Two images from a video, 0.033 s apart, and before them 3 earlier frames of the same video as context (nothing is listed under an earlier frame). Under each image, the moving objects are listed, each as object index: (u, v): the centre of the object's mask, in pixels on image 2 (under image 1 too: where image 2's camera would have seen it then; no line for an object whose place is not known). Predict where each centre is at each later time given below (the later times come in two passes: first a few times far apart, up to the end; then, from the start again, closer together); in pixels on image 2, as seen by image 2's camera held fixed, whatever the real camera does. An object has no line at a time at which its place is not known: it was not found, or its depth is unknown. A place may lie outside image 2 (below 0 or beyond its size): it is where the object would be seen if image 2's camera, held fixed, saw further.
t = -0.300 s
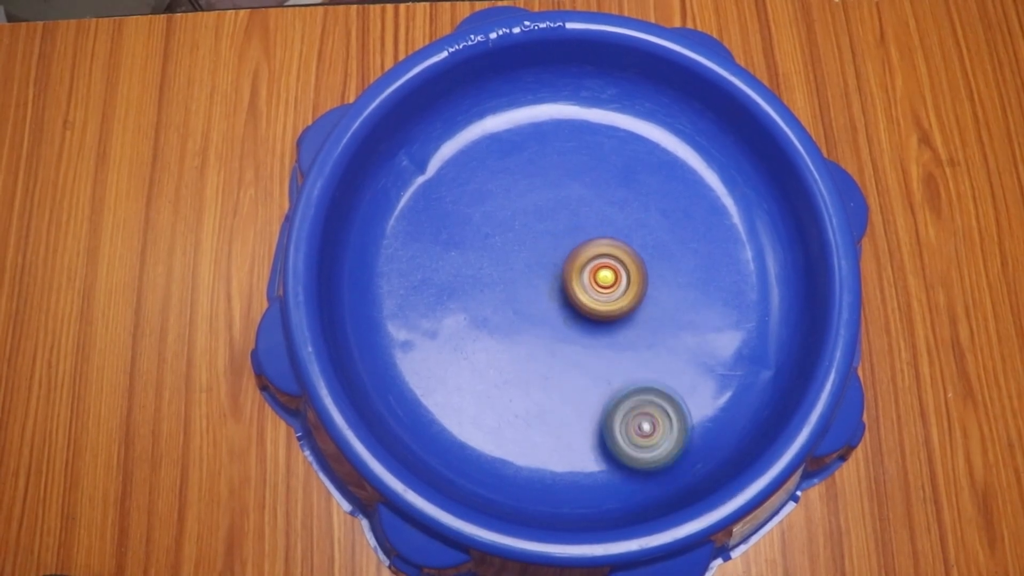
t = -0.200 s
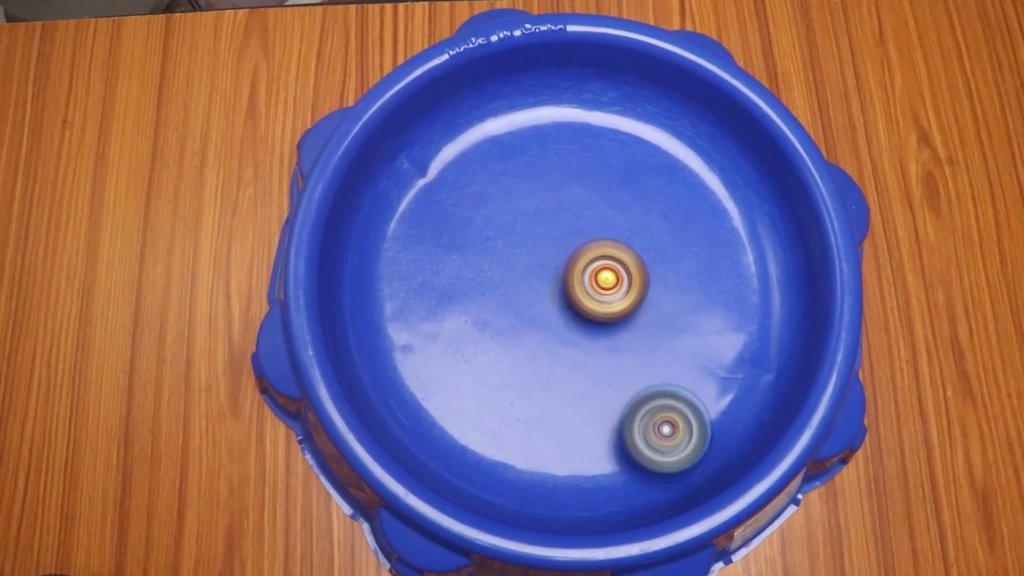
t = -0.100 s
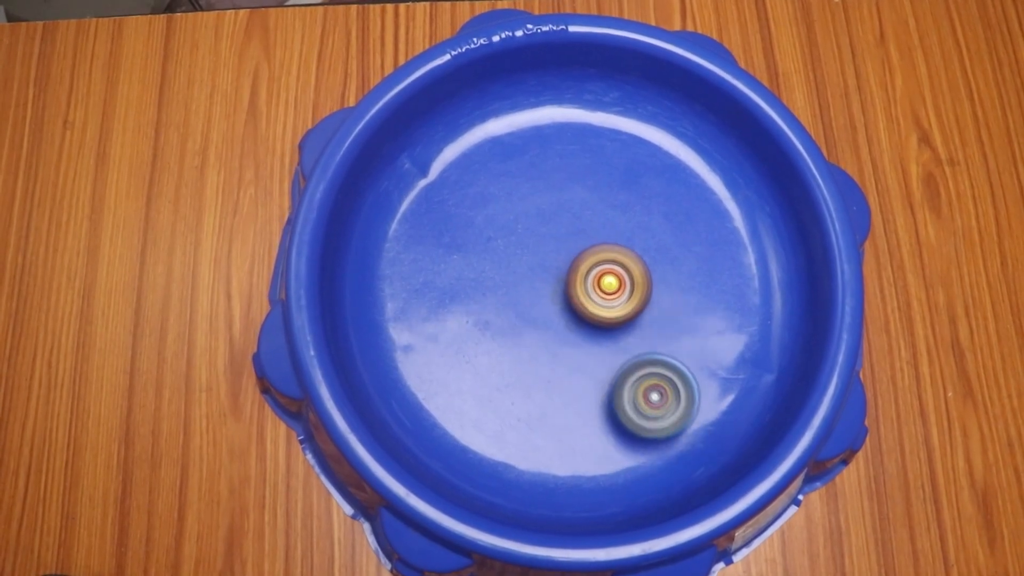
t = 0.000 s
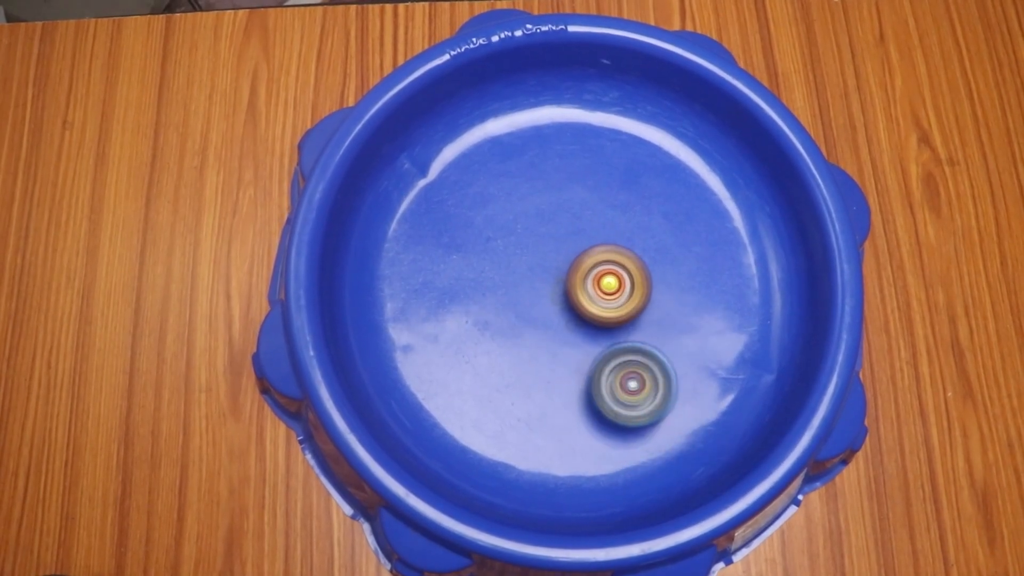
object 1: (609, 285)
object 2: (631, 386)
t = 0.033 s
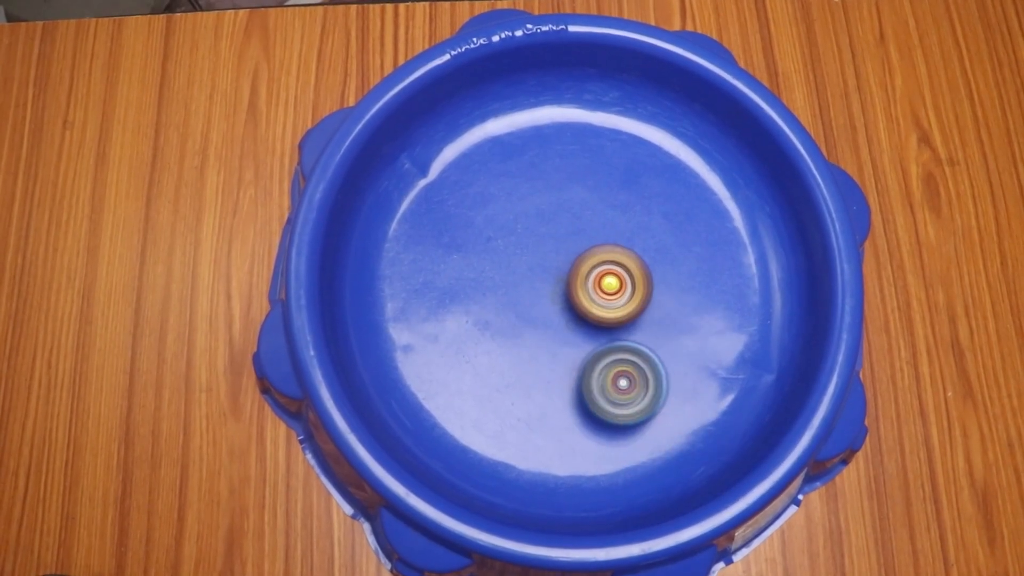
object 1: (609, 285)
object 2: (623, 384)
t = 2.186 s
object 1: (635, 271)
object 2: (483, 224)
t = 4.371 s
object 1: (562, 361)
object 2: (665, 213)
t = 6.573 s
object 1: (591, 296)
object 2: (690, 223)
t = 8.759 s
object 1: (706, 243)
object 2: (590, 321)
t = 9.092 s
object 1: (708, 289)
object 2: (544, 244)
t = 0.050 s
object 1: (609, 286)
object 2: (617, 384)
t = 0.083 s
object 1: (609, 286)
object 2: (607, 386)
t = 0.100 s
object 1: (609, 285)
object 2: (602, 386)
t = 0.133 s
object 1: (610, 285)
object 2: (592, 388)
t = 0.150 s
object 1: (610, 285)
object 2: (587, 390)
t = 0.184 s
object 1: (611, 285)
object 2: (577, 394)
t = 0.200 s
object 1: (611, 284)
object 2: (572, 396)
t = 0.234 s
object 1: (610, 283)
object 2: (563, 401)
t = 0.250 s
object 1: (611, 283)
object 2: (559, 403)
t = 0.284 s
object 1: (611, 283)
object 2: (551, 409)
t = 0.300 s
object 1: (611, 283)
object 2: (548, 412)
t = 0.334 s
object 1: (611, 283)
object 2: (544, 419)
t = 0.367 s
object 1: (611, 282)
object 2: (541, 426)
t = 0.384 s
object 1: (611, 282)
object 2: (540, 429)
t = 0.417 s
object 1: (611, 281)
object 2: (540, 435)
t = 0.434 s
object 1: (611, 281)
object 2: (541, 437)
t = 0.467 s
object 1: (611, 280)
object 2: (544, 440)
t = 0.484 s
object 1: (610, 280)
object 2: (546, 442)
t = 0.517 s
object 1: (610, 279)
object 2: (551, 443)
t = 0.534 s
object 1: (611, 279)
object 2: (553, 443)
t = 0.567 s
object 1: (611, 278)
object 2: (559, 440)
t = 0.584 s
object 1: (611, 277)
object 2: (561, 438)
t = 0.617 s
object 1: (610, 278)
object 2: (566, 432)
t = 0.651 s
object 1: (609, 277)
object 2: (569, 425)
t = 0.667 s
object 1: (610, 277)
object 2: (571, 421)
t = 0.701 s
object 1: (610, 276)
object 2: (572, 411)
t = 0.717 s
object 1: (610, 276)
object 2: (572, 406)
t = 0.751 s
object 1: (609, 275)
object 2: (570, 395)
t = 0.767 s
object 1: (609, 275)
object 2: (569, 389)
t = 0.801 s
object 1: (608, 275)
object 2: (565, 377)
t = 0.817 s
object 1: (608, 275)
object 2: (563, 372)
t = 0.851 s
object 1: (607, 274)
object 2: (556, 362)
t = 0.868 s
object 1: (607, 273)
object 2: (553, 357)
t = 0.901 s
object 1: (606, 272)
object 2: (546, 348)
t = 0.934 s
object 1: (606, 273)
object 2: (538, 340)
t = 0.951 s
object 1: (606, 273)
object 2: (534, 337)
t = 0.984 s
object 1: (605, 272)
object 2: (526, 329)
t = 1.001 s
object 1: (605, 272)
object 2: (522, 325)
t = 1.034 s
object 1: (604, 271)
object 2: (514, 320)
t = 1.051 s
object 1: (604, 270)
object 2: (510, 316)
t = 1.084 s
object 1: (604, 271)
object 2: (502, 309)
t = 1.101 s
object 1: (604, 271)
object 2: (498, 306)
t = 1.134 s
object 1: (604, 271)
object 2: (490, 301)
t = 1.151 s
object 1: (603, 271)
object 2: (485, 298)
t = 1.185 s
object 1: (601, 271)
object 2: (476, 293)
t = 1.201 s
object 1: (601, 270)
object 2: (471, 292)
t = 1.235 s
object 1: (601, 270)
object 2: (463, 290)
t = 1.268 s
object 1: (601, 270)
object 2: (455, 288)
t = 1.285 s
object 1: (600, 270)
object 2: (451, 287)
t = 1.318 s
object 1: (599, 270)
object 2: (446, 286)
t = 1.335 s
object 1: (599, 270)
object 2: (443, 285)
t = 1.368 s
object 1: (598, 270)
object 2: (438, 285)
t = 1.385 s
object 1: (598, 270)
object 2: (435, 286)
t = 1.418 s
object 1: (597, 270)
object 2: (432, 286)
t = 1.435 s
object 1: (596, 270)
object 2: (431, 287)
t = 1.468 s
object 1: (596, 270)
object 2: (429, 289)
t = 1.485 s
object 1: (596, 270)
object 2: (428, 290)
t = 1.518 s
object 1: (595, 269)
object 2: (428, 292)
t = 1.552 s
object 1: (594, 270)
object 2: (429, 294)
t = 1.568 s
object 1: (594, 270)
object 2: (431, 295)
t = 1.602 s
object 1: (594, 271)
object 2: (434, 297)
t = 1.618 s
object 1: (593, 271)
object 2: (436, 297)
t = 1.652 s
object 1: (592, 271)
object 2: (442, 297)
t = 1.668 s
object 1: (592, 271)
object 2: (445, 296)
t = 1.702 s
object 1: (592, 271)
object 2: (453, 294)
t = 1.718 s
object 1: (591, 271)
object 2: (456, 294)
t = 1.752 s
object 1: (591, 271)
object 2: (463, 292)
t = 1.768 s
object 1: (591, 272)
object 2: (468, 291)
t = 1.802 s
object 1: (591, 272)
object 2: (476, 289)
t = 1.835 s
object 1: (590, 272)
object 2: (484, 285)
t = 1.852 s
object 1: (589, 273)
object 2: (489, 282)
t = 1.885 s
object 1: (589, 273)
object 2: (498, 277)
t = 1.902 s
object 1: (590, 274)
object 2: (502, 274)
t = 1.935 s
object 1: (597, 275)
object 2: (501, 267)
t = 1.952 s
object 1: (601, 275)
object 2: (500, 264)
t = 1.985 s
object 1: (607, 276)
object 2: (499, 257)
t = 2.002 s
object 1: (610, 275)
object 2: (497, 253)
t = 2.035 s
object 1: (614, 274)
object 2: (494, 246)
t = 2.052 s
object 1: (617, 273)
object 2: (493, 243)
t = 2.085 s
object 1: (623, 272)
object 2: (490, 237)
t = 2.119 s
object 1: (627, 272)
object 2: (488, 231)
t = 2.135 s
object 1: (629, 272)
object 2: (487, 229)
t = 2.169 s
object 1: (633, 272)
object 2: (485, 226)
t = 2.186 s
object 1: (635, 271)
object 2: (483, 224)
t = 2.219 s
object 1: (638, 271)
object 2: (481, 221)
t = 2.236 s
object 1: (639, 271)
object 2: (480, 219)
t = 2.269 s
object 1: (642, 270)
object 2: (478, 216)
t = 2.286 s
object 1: (644, 270)
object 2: (477, 215)
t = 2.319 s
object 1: (645, 269)
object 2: (476, 213)
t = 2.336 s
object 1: (647, 270)
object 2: (475, 212)
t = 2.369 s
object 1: (649, 269)
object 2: (475, 211)
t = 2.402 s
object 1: (649, 269)
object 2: (475, 211)
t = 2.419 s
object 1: (650, 269)
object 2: (475, 212)
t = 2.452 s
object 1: (651, 269)
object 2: (476, 212)
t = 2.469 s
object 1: (651, 268)
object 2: (477, 213)
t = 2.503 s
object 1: (651, 268)
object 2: (479, 214)
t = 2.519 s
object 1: (652, 269)
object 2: (481, 215)
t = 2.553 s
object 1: (652, 268)
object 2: (484, 216)
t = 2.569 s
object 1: (651, 268)
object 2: (487, 217)
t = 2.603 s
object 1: (651, 269)
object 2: (492, 218)
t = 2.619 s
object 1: (651, 269)
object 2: (495, 220)
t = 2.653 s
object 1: (650, 269)
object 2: (502, 221)
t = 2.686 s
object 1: (649, 269)
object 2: (509, 221)
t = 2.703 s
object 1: (648, 269)
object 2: (513, 221)
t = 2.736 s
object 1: (646, 270)
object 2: (521, 221)
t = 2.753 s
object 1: (645, 270)
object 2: (525, 221)
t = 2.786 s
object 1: (644, 271)
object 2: (533, 222)
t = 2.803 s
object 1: (643, 271)
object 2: (537, 222)
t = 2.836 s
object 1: (641, 273)
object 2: (545, 222)
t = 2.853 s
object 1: (640, 274)
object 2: (549, 222)
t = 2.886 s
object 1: (637, 275)
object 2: (558, 221)
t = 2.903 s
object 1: (636, 276)
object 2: (563, 220)
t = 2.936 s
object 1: (639, 289)
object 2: (567, 212)
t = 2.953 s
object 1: (648, 305)
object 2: (564, 199)
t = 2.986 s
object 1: (663, 335)
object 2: (557, 176)
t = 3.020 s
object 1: (676, 361)
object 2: (551, 157)
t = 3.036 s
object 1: (681, 373)
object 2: (548, 147)
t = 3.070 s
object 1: (693, 393)
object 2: (542, 130)
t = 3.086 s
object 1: (698, 401)
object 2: (538, 121)
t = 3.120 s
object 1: (708, 417)
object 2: (531, 108)
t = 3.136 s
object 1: (712, 420)
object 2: (528, 109)
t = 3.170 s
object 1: (712, 420)
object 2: (523, 123)
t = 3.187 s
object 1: (709, 418)
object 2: (520, 128)
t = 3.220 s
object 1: (704, 412)
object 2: (517, 138)
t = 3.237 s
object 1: (701, 409)
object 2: (516, 144)
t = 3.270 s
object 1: (698, 403)
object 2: (517, 156)
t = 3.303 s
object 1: (696, 400)
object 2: (517, 169)
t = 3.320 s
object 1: (695, 398)
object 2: (517, 174)
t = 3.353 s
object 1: (695, 396)
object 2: (520, 188)
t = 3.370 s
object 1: (696, 396)
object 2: (521, 194)
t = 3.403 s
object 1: (695, 395)
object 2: (526, 206)
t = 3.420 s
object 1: (695, 397)
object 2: (529, 213)
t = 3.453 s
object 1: (694, 398)
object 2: (536, 226)
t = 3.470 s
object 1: (692, 400)
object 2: (539, 233)
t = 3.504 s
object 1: (688, 403)
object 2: (549, 247)
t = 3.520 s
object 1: (685, 404)
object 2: (555, 255)
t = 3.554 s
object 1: (680, 406)
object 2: (567, 267)
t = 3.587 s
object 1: (674, 408)
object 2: (579, 278)
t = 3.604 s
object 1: (672, 410)
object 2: (586, 284)
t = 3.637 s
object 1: (666, 411)
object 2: (601, 294)
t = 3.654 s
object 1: (663, 413)
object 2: (608, 299)
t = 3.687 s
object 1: (658, 414)
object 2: (622, 307)
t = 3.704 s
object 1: (655, 415)
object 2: (631, 310)
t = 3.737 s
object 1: (649, 416)
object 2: (647, 316)
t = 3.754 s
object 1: (646, 416)
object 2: (656, 318)
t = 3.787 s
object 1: (641, 416)
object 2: (672, 321)
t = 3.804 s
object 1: (638, 417)
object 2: (680, 322)
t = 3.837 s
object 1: (633, 417)
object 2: (695, 323)
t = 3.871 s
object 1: (627, 418)
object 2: (711, 323)
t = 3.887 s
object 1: (625, 418)
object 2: (718, 322)
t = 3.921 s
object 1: (618, 417)
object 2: (731, 319)
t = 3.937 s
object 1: (616, 417)
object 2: (737, 317)
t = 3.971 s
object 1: (609, 414)
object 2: (749, 310)
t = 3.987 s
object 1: (607, 413)
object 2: (754, 306)
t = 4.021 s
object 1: (601, 409)
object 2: (764, 295)
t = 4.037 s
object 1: (598, 408)
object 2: (767, 288)
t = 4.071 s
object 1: (594, 404)
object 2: (767, 272)
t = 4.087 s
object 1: (591, 402)
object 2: (765, 265)
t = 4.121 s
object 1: (587, 399)
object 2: (757, 245)
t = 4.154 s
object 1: (583, 395)
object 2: (748, 228)
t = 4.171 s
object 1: (581, 393)
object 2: (742, 221)
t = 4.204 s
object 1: (576, 389)
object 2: (732, 211)
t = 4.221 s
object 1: (574, 386)
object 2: (725, 208)
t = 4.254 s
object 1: (571, 381)
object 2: (712, 205)
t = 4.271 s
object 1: (570, 377)
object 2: (706, 205)
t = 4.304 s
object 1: (567, 372)
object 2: (692, 206)
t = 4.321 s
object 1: (566, 369)
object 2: (685, 208)
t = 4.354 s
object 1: (563, 364)
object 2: (672, 211)
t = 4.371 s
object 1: (562, 361)
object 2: (665, 213)
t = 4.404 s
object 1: (560, 355)
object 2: (651, 218)
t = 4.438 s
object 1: (560, 348)
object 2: (638, 223)
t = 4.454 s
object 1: (559, 346)
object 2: (630, 227)
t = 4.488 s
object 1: (559, 339)
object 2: (617, 236)
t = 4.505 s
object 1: (558, 337)
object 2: (611, 240)
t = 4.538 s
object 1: (558, 331)
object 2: (598, 251)
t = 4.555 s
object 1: (554, 331)
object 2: (595, 254)
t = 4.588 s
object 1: (544, 338)
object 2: (592, 256)
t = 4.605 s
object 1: (541, 341)
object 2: (590, 259)
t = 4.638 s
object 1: (536, 343)
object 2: (587, 263)
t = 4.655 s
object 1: (535, 344)
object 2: (585, 266)
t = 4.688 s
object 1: (532, 345)
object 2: (583, 272)
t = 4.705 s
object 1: (525, 352)
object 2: (588, 270)
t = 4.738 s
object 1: (508, 367)
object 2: (598, 264)
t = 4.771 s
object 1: (496, 380)
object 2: (610, 257)
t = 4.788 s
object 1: (491, 384)
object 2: (615, 254)
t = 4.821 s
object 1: (485, 392)
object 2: (625, 246)
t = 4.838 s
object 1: (482, 395)
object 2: (628, 242)
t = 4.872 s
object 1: (478, 400)
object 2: (637, 233)
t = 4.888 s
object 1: (476, 403)
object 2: (640, 227)
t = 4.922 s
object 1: (473, 407)
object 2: (646, 218)
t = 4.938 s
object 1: (472, 409)
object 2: (647, 213)
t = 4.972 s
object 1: (471, 414)
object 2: (650, 202)
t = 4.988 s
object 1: (471, 416)
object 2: (653, 197)
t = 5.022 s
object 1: (473, 420)
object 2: (654, 189)
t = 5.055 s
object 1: (475, 425)
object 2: (654, 180)
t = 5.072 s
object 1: (476, 426)
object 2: (653, 176)
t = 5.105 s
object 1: (481, 429)
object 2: (652, 168)
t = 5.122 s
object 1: (482, 430)
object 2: (651, 164)
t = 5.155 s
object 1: (487, 432)
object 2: (647, 158)
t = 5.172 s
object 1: (488, 433)
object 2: (646, 155)
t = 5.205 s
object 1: (493, 435)
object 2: (641, 150)
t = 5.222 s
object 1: (494, 435)
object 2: (639, 148)
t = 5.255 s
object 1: (498, 436)
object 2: (633, 146)
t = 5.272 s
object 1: (499, 437)
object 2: (630, 145)
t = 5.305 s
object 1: (502, 437)
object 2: (624, 145)
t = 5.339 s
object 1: (505, 436)
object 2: (617, 146)
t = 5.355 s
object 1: (505, 434)
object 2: (614, 148)
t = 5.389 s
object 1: (507, 431)
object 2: (608, 151)
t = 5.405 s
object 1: (507, 428)
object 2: (605, 153)
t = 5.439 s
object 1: (508, 423)
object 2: (600, 158)
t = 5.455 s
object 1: (508, 420)
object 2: (597, 162)
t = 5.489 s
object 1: (509, 413)
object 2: (592, 169)
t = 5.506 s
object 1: (509, 410)
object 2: (589, 173)
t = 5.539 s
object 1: (512, 402)
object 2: (584, 182)
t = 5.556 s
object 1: (513, 399)
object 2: (582, 187)
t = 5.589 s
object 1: (515, 392)
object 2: (577, 198)
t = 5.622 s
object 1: (519, 385)
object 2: (574, 210)
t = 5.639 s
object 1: (520, 383)
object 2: (574, 216)
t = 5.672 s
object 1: (524, 375)
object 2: (574, 229)
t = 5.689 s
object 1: (526, 372)
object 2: (575, 236)
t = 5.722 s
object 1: (530, 365)
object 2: (578, 249)
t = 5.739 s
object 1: (533, 362)
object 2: (580, 255)
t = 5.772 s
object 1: (537, 357)
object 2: (585, 268)
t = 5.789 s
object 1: (540, 353)
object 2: (588, 275)
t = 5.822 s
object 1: (539, 353)
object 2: (600, 283)
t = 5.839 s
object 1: (539, 353)
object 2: (606, 286)
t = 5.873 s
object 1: (540, 352)
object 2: (619, 290)
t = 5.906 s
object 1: (540, 351)
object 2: (631, 292)
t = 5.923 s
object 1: (540, 349)
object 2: (638, 293)
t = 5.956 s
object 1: (542, 345)
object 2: (651, 293)
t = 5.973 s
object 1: (543, 343)
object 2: (657, 294)
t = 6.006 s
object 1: (546, 338)
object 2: (668, 292)
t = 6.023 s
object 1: (547, 336)
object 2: (674, 292)
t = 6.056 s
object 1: (552, 331)
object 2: (684, 289)
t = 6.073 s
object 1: (555, 330)
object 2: (687, 288)
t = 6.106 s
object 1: (559, 326)
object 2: (698, 285)
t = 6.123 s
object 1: (563, 324)
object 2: (702, 283)
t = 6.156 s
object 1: (565, 321)
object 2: (710, 279)
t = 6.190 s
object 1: (568, 317)
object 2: (716, 275)
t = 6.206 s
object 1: (570, 316)
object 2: (717, 272)
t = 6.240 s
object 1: (572, 313)
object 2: (723, 266)
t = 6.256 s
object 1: (573, 310)
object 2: (724, 263)
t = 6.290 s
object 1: (575, 308)
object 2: (726, 258)
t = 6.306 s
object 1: (575, 306)
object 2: (726, 255)
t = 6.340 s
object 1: (577, 304)
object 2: (726, 249)
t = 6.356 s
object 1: (578, 304)
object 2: (725, 246)
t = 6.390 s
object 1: (580, 302)
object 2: (723, 239)
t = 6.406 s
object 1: (582, 301)
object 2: (720, 236)
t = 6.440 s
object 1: (584, 299)
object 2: (717, 232)
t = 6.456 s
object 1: (585, 299)
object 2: (715, 231)
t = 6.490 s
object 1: (587, 298)
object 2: (709, 228)
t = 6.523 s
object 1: (588, 296)
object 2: (701, 226)
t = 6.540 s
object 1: (590, 296)
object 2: (698, 225)
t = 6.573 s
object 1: (591, 296)
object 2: (690, 223)
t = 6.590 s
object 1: (592, 294)
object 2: (686, 223)
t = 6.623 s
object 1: (594, 293)
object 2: (677, 224)
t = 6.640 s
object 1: (594, 293)
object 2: (672, 224)
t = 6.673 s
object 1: (596, 293)
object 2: (663, 226)
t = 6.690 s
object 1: (596, 293)
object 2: (657, 227)
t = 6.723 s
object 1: (580, 304)
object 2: (662, 224)
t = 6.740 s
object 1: (565, 315)
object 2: (669, 219)
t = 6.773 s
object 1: (541, 331)
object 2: (682, 210)
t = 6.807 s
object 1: (520, 348)
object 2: (691, 203)
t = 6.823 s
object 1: (511, 356)
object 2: (696, 199)
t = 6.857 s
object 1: (494, 369)
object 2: (704, 191)
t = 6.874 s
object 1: (487, 374)
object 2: (708, 188)
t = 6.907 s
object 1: (476, 384)
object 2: (715, 181)
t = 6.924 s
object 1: (472, 388)
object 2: (717, 177)
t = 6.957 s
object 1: (462, 396)
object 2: (720, 171)
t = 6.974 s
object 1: (459, 401)
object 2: (715, 169)
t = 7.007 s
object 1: (451, 407)
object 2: (703, 171)
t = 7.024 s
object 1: (448, 409)
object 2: (700, 172)
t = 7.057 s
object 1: (442, 415)
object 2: (694, 175)
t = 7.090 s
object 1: (440, 418)
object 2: (688, 179)
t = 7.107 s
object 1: (441, 418)
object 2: (686, 182)
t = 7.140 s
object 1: (445, 417)
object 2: (680, 187)
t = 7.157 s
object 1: (448, 417)
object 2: (676, 190)
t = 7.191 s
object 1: (453, 415)
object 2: (670, 196)
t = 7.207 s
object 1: (456, 413)
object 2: (668, 199)
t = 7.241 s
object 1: (459, 410)
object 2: (662, 207)
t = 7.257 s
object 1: (459, 408)
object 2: (658, 210)
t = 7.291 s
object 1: (460, 404)
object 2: (653, 219)
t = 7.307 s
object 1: (462, 402)
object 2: (649, 223)
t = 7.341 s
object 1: (462, 398)
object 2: (644, 232)
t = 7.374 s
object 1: (463, 392)
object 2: (639, 241)
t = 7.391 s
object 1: (463, 389)
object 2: (637, 246)
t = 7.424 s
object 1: (464, 383)
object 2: (633, 257)
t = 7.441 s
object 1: (463, 379)
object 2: (629, 262)
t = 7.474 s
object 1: (464, 372)
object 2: (626, 271)
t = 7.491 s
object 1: (465, 368)
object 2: (624, 278)
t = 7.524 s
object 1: (466, 360)
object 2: (621, 287)
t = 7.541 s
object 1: (467, 356)
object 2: (619, 292)
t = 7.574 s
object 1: (468, 347)
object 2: (616, 302)
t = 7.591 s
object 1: (469, 344)
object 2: (615, 306)
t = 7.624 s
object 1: (472, 335)
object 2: (612, 315)
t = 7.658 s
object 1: (476, 325)
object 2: (611, 324)
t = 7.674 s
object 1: (478, 321)
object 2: (610, 329)
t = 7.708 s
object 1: (483, 312)
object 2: (608, 338)
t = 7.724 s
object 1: (485, 308)
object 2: (607, 342)
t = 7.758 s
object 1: (490, 300)
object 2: (605, 350)
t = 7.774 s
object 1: (493, 296)
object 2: (604, 356)
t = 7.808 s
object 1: (498, 289)
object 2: (601, 365)
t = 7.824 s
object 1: (501, 284)
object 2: (601, 368)
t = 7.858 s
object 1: (508, 276)
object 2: (600, 377)
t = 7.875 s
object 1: (511, 274)
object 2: (598, 382)
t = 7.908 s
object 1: (518, 267)
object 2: (597, 390)
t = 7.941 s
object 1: (525, 260)
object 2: (596, 398)
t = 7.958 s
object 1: (530, 257)
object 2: (596, 402)
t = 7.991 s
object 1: (538, 252)
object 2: (595, 410)
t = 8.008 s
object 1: (541, 249)
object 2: (595, 414)
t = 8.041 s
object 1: (549, 244)
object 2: (596, 421)
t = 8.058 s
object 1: (553, 243)
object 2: (596, 424)
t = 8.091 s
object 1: (562, 238)
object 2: (598, 431)
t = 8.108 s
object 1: (566, 236)
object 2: (599, 433)
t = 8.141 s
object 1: (574, 232)
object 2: (602, 438)
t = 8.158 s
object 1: (578, 231)
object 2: (604, 440)
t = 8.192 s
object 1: (587, 228)
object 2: (608, 442)
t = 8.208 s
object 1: (592, 226)
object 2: (611, 442)
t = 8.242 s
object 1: (601, 223)
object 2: (615, 441)
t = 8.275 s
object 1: (610, 221)
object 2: (620, 438)
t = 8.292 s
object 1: (613, 221)
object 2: (621, 436)
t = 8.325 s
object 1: (622, 219)
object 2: (625, 430)
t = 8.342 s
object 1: (627, 220)
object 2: (626, 427)
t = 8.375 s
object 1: (635, 219)
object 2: (627, 419)
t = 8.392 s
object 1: (639, 218)
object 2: (627, 416)
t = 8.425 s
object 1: (646, 219)
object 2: (627, 407)
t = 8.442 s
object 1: (651, 219)
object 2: (626, 403)
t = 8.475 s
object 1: (658, 220)
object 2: (624, 394)
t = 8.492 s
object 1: (662, 220)
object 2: (624, 389)
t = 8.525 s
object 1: (669, 222)
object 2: (621, 381)
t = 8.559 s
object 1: (676, 224)
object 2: (617, 371)
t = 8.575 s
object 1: (679, 225)
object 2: (614, 366)
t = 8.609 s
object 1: (685, 228)
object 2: (610, 358)
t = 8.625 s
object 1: (688, 229)
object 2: (608, 353)
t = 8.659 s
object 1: (694, 232)
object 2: (603, 345)
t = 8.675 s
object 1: (695, 234)
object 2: (601, 341)
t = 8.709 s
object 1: (699, 237)
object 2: (597, 333)
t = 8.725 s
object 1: (702, 239)
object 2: (595, 329)
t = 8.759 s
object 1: (706, 243)
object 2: (590, 321)
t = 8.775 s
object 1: (707, 245)
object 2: (587, 316)
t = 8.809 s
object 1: (709, 249)
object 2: (583, 308)
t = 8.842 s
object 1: (711, 253)
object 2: (578, 300)
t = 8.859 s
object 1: (713, 256)
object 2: (576, 297)
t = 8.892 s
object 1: (713, 261)
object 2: (571, 290)
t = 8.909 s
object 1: (714, 263)
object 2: (568, 285)
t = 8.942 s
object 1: (713, 267)
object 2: (564, 278)
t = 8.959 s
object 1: (714, 270)
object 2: (563, 274)
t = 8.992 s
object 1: (713, 275)
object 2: (558, 266)
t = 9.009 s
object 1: (712, 277)
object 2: (555, 263)
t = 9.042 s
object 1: (711, 282)
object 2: (551, 256)
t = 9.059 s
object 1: (710, 284)
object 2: (549, 251)
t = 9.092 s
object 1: (708, 289)
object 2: (544, 244)
